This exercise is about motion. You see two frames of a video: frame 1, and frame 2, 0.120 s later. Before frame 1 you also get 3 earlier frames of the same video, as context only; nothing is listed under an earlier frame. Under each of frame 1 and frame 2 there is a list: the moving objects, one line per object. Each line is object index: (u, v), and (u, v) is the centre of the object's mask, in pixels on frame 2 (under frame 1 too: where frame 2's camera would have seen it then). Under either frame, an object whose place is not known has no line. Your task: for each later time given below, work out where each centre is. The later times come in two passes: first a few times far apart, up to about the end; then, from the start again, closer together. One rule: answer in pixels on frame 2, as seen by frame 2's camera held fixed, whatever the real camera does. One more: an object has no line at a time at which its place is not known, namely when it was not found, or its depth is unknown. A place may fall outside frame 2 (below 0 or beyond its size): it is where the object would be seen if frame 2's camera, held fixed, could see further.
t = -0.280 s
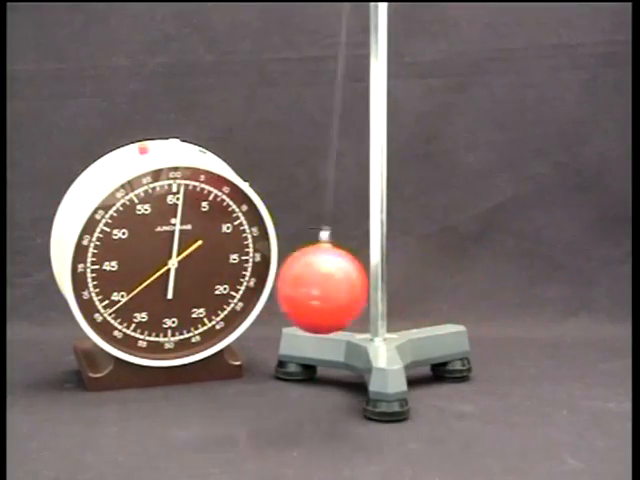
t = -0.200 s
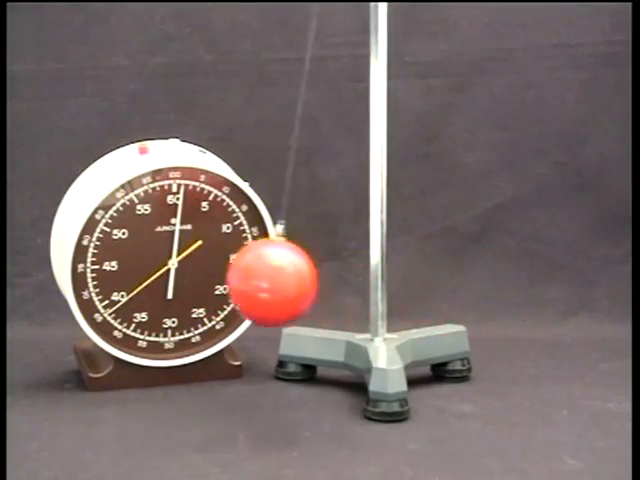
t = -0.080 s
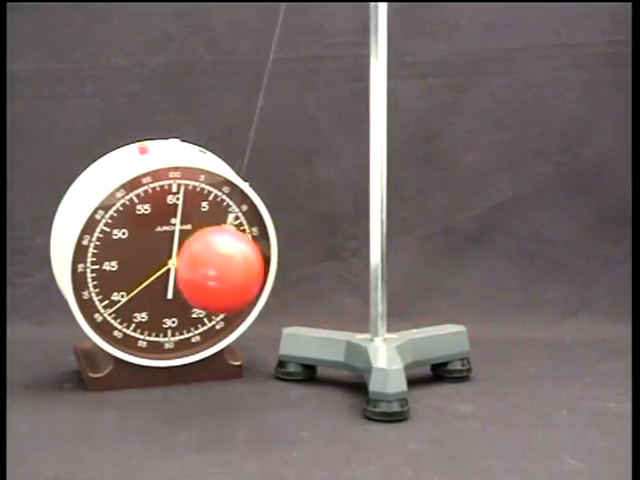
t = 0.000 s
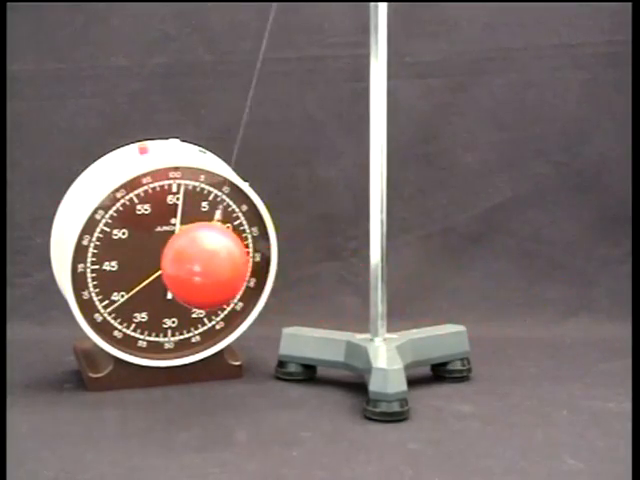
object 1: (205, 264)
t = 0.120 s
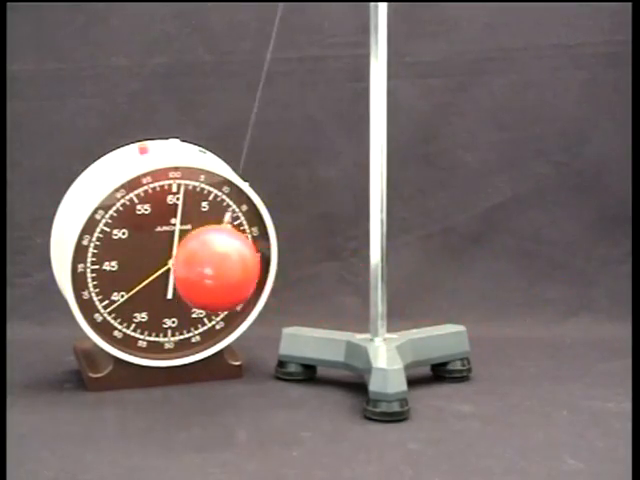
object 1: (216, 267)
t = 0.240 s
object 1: (264, 278)
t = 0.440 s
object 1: (395, 289)
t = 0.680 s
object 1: (525, 277)
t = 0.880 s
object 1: (526, 277)
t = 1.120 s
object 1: (396, 290)
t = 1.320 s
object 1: (265, 279)
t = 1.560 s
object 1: (206, 266)
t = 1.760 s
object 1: (273, 279)
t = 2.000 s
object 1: (432, 288)
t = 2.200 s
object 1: (528, 276)
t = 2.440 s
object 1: (505, 280)
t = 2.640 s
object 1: (386, 290)
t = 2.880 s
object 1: (240, 273)
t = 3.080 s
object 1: (208, 266)
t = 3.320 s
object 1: (306, 283)
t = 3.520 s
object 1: (440, 287)
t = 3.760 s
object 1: (535, 274)
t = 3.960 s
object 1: (498, 281)
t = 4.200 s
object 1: (347, 288)
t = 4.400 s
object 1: (235, 271)
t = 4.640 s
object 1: (221, 267)
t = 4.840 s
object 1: (315, 285)
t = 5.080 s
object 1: (471, 284)
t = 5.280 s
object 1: (535, 275)
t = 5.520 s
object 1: (469, 286)
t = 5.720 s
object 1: (338, 288)
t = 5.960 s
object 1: (221, 267)
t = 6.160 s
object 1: (225, 269)
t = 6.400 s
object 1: (350, 287)
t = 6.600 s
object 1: (478, 284)
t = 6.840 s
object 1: (532, 275)
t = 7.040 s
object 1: (460, 286)
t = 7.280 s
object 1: (305, 284)
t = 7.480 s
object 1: (218, 269)
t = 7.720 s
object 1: (246, 273)
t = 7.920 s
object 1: (360, 288)
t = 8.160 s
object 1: (502, 280)
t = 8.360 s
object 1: (529, 276)
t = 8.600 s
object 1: (427, 289)
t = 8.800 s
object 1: (296, 283)
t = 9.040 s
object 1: (213, 267)
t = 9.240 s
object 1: (253, 276)
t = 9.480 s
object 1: (398, 289)
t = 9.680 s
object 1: (506, 280)
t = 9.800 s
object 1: (531, 276)
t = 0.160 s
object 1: (227, 270)
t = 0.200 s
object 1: (244, 273)
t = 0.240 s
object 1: (264, 278)
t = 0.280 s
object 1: (287, 282)
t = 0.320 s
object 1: (313, 285)
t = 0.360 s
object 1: (338, 287)
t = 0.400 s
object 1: (367, 290)
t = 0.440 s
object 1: (395, 289)
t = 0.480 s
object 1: (424, 289)
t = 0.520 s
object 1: (449, 287)
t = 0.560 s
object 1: (473, 285)
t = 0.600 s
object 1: (494, 282)
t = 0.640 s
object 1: (512, 280)
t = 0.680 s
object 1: (525, 277)
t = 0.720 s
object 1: (535, 275)
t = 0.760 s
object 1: (539, 275)
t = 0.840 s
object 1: (535, 276)
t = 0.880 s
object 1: (526, 277)
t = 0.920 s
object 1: (512, 280)
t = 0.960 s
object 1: (495, 283)
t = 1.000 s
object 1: (474, 285)
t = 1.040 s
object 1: (450, 288)
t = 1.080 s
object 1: (424, 289)
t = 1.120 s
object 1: (396, 290)
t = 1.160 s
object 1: (368, 290)
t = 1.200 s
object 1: (339, 288)
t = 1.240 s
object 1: (314, 286)
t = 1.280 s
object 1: (289, 283)
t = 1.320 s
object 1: (265, 279)
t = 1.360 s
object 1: (245, 275)
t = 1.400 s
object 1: (228, 269)
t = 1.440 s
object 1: (217, 269)
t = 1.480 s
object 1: (209, 267)
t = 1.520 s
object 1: (205, 266)
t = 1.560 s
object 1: (206, 266)
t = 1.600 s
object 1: (211, 267)
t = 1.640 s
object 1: (222, 268)
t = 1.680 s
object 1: (234, 271)
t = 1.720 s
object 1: (252, 275)
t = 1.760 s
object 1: (273, 279)
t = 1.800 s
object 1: (296, 282)
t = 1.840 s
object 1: (321, 285)
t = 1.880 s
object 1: (347, 287)
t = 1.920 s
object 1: (376, 289)
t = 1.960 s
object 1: (405, 289)
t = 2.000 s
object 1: (432, 288)
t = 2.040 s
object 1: (457, 286)
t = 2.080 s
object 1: (480, 284)
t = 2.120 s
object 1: (499, 281)
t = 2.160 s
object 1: (516, 278)
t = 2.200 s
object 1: (528, 276)
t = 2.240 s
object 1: (535, 274)
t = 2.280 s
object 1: (538, 274)
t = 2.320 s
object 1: (537, 274)
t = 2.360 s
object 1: (531, 276)
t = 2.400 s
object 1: (520, 278)
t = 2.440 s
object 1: (505, 280)
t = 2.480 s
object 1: (487, 283)
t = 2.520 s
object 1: (465, 286)
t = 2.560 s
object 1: (440, 288)
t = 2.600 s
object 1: (413, 289)
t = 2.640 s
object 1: (386, 290)
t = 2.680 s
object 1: (358, 288)
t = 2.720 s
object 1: (330, 287)
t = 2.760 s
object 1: (305, 284)
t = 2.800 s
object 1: (281, 281)
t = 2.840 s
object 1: (258, 276)
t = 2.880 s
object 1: (240, 273)
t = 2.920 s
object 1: (225, 269)
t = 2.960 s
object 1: (215, 268)
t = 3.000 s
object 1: (208, 266)
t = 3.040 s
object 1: (207, 266)
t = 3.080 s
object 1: (208, 266)
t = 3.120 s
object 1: (216, 268)
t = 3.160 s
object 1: (226, 268)
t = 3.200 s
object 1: (241, 273)
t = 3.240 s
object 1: (259, 276)
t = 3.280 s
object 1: (282, 280)
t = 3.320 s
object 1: (306, 283)
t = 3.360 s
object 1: (331, 286)
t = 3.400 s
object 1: (358, 288)
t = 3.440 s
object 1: (386, 289)
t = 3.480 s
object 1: (414, 288)
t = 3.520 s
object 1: (440, 287)
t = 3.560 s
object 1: (464, 285)
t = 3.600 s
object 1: (486, 283)
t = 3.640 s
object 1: (504, 280)
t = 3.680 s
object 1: (519, 277)
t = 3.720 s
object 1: (529, 276)
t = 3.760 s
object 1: (535, 274)
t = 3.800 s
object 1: (536, 274)
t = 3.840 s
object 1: (534, 275)
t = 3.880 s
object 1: (526, 277)
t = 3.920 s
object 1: (514, 279)
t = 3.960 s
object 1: (498, 281)
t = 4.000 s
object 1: (478, 284)
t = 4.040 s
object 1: (455, 287)
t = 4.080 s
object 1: (430, 288)
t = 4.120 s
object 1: (403, 289)
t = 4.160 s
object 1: (376, 290)
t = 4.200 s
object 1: (347, 288)
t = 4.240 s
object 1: (321, 286)
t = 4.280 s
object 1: (297, 283)
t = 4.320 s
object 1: (273, 279)
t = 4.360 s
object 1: (253, 275)
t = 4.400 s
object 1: (235, 271)
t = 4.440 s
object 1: (223, 268)
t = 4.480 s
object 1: (213, 268)
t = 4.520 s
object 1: (208, 266)
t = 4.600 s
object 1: (212, 265)
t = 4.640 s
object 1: (221, 267)
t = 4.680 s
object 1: (232, 270)
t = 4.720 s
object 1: (248, 274)
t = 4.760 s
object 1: (268, 278)
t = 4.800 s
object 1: (291, 282)
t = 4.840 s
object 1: (315, 285)
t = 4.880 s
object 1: (339, 287)
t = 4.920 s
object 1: (368, 289)
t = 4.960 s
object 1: (396, 289)
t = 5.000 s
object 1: (423, 288)
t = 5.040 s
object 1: (448, 287)
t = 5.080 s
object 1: (471, 284)
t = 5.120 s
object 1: (491, 282)
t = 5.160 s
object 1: (508, 280)
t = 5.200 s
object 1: (521, 277)
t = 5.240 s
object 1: (530, 276)
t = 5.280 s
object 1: (535, 275)
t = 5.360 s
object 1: (530, 276)
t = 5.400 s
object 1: (520, 278)
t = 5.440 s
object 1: (507, 280)
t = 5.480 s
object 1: (490, 283)
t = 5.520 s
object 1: (469, 286)
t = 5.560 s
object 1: (445, 288)
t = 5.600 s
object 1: (420, 289)
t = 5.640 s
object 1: (393, 290)
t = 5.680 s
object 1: (366, 290)
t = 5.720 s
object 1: (338, 288)
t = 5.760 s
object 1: (313, 285)
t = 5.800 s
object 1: (289, 282)
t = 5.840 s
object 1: (266, 278)
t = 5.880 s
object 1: (247, 274)
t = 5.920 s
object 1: (231, 270)
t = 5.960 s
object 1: (221, 267)
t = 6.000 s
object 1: (213, 265)
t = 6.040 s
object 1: (210, 265)
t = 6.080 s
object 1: (211, 265)
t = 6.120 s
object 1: (216, 266)
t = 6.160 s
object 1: (225, 269)
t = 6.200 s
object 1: (239, 272)
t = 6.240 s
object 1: (256, 276)
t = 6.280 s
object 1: (277, 279)
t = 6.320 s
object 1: (299, 282)
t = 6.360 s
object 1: (324, 286)
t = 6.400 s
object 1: (350, 287)
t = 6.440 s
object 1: (378, 291)
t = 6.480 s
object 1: (405, 288)
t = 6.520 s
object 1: (432, 288)
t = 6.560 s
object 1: (456, 286)
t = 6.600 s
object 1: (478, 284)
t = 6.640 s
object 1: (497, 281)
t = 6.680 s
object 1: (512, 279)
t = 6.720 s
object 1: (524, 277)
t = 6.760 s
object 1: (531, 276)
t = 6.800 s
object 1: (533, 275)
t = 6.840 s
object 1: (532, 275)
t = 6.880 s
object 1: (526, 277)
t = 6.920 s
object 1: (515, 279)
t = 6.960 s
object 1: (500, 281)
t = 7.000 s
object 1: (482, 284)
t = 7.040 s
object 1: (460, 286)
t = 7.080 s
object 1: (436, 288)
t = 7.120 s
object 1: (410, 289)
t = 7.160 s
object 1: (383, 290)
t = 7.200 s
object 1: (355, 289)
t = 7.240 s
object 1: (329, 287)
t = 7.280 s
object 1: (305, 284)
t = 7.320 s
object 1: (281, 280)
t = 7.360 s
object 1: (260, 277)
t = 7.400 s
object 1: (242, 273)
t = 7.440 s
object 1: (228, 268)
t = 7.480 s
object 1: (218, 269)
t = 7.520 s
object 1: (212, 267)
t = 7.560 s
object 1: (211, 267)
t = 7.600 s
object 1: (213, 267)
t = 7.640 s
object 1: (220, 269)
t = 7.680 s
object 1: (231, 269)
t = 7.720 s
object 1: (246, 273)
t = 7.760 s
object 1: (264, 277)
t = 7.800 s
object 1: (286, 281)
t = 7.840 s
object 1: (310, 284)
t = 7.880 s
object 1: (333, 286)
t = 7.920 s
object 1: (360, 288)
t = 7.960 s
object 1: (388, 289)
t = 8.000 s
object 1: (415, 288)
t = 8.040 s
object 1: (440, 287)
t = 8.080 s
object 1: (464, 285)
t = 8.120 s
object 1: (485, 283)
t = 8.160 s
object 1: (502, 280)
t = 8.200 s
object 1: (516, 278)
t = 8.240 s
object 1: (526, 277)
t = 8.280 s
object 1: (531, 276)
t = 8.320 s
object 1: (532, 275)
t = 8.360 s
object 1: (529, 276)
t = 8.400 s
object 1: (521, 277)
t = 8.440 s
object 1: (509, 280)
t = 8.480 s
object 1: (493, 282)
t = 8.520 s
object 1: (473, 285)
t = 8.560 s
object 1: (451, 287)
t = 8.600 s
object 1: (427, 289)
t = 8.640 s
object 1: (400, 289)
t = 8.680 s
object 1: (373, 291)
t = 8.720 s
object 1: (345, 288)
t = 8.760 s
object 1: (320, 286)
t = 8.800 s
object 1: (296, 283)
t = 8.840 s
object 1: (274, 280)
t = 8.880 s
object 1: (254, 276)
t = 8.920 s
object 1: (238, 272)
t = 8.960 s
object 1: (225, 269)
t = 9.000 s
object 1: (217, 268)
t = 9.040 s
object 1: (213, 267)
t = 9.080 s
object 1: (213, 267)
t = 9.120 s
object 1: (217, 268)
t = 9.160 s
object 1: (225, 268)
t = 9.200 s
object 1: (237, 271)
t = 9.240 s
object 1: (253, 276)
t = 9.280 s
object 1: (273, 279)
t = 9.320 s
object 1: (295, 283)
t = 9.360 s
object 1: (319, 285)
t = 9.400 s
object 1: (344, 287)
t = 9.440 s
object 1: (371, 289)
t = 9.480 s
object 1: (398, 289)
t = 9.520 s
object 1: (424, 288)
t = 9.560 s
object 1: (448, 287)
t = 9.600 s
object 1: (471, 285)
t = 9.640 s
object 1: (491, 282)
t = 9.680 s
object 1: (506, 280)
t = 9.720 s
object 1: (519, 278)
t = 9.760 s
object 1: (527, 277)
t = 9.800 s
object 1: (531, 276)
